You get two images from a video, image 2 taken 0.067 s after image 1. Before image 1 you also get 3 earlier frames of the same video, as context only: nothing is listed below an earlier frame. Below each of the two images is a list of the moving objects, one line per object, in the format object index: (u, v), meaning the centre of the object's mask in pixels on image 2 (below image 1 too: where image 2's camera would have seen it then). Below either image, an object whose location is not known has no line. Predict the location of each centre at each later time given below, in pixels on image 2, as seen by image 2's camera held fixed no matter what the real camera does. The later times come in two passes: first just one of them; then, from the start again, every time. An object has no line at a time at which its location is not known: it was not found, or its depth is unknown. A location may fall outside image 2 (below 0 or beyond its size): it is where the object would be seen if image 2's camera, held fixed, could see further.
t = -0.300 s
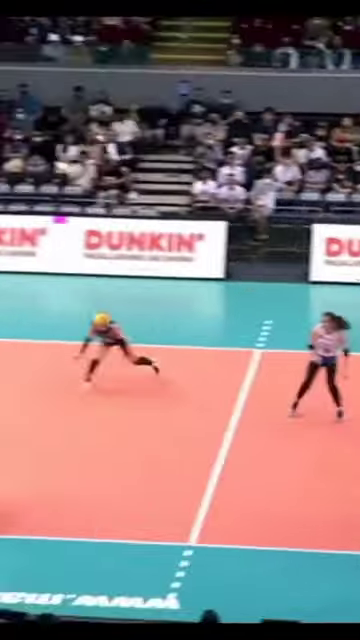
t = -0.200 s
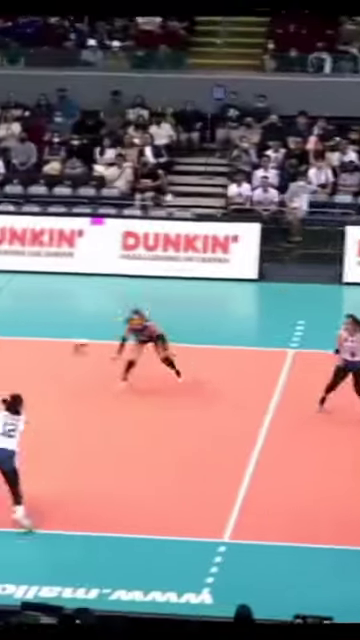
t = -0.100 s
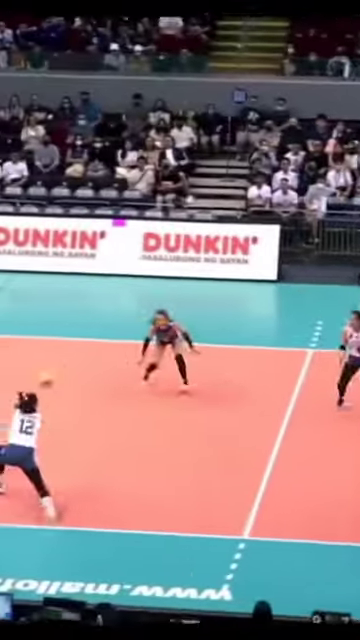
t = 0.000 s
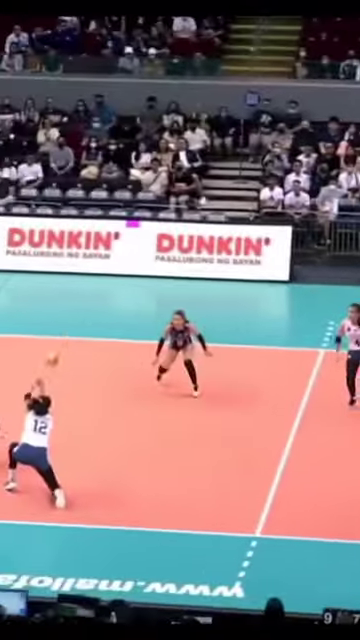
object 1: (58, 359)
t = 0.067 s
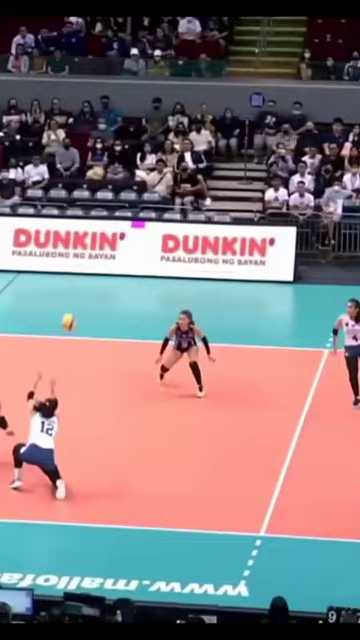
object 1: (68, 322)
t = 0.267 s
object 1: (103, 239)
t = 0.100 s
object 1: (73, 307)
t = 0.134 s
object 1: (79, 292)
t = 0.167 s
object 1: (86, 278)
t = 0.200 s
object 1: (91, 262)
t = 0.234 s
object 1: (97, 250)
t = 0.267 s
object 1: (103, 239)
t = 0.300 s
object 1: (107, 225)
